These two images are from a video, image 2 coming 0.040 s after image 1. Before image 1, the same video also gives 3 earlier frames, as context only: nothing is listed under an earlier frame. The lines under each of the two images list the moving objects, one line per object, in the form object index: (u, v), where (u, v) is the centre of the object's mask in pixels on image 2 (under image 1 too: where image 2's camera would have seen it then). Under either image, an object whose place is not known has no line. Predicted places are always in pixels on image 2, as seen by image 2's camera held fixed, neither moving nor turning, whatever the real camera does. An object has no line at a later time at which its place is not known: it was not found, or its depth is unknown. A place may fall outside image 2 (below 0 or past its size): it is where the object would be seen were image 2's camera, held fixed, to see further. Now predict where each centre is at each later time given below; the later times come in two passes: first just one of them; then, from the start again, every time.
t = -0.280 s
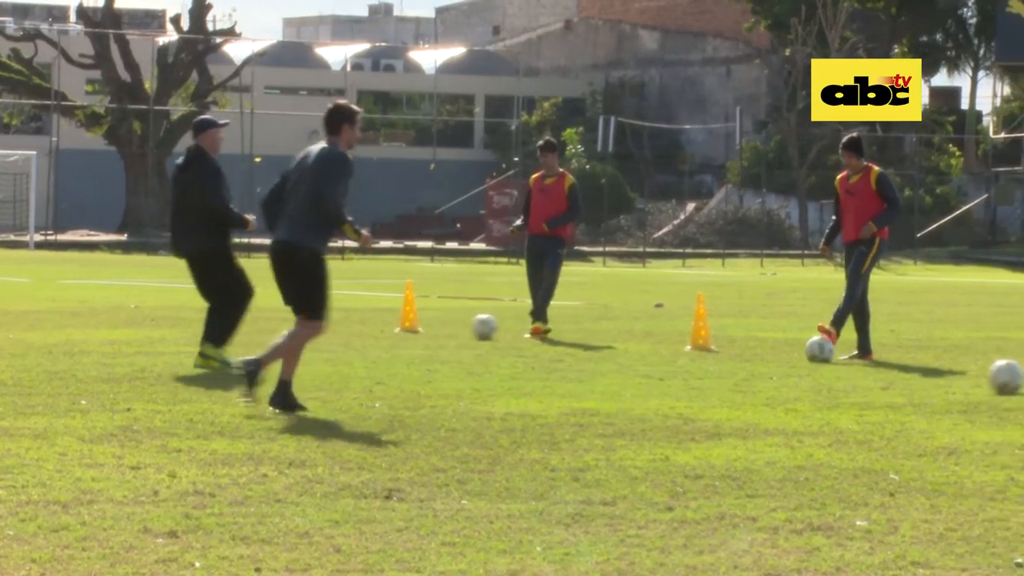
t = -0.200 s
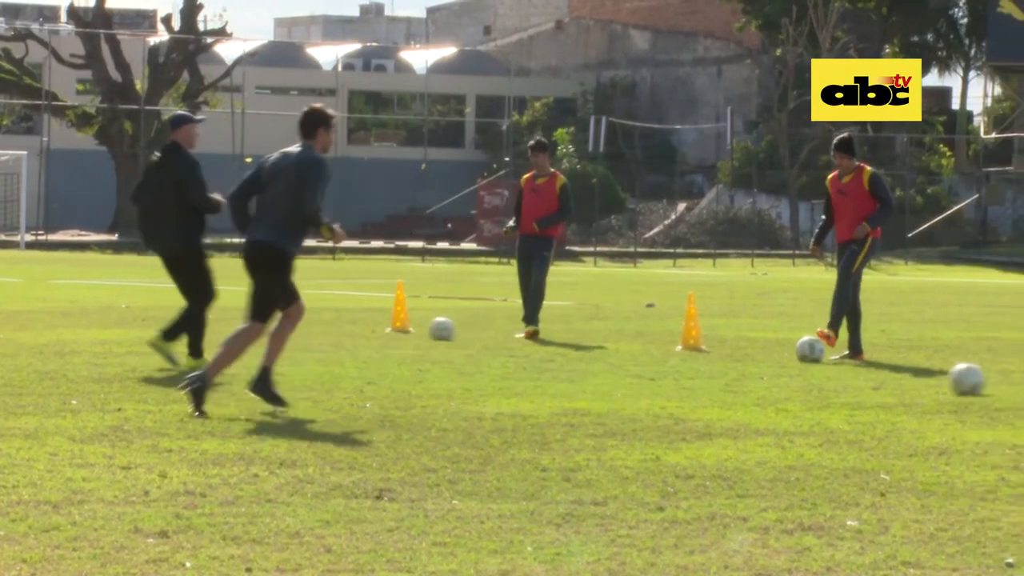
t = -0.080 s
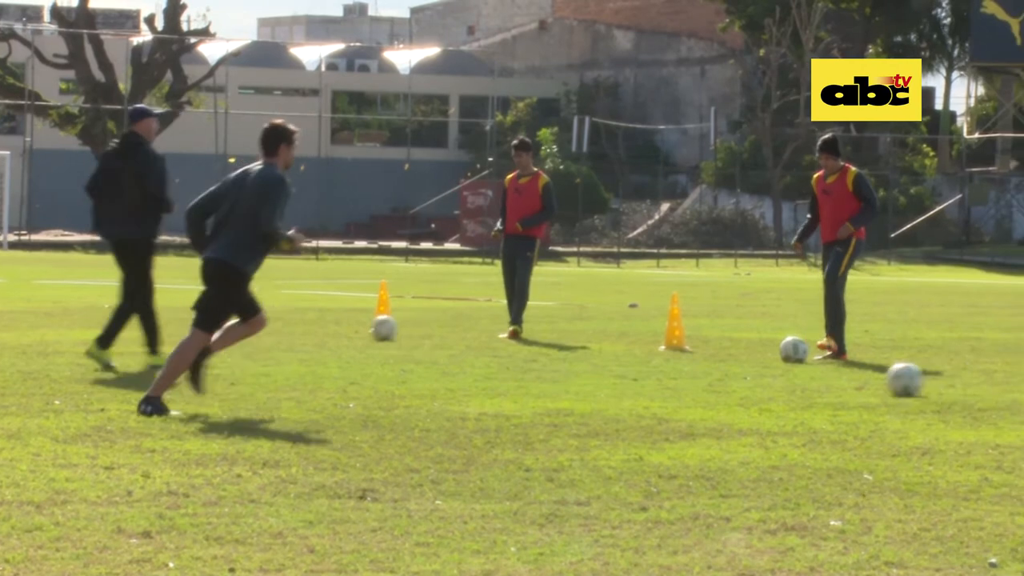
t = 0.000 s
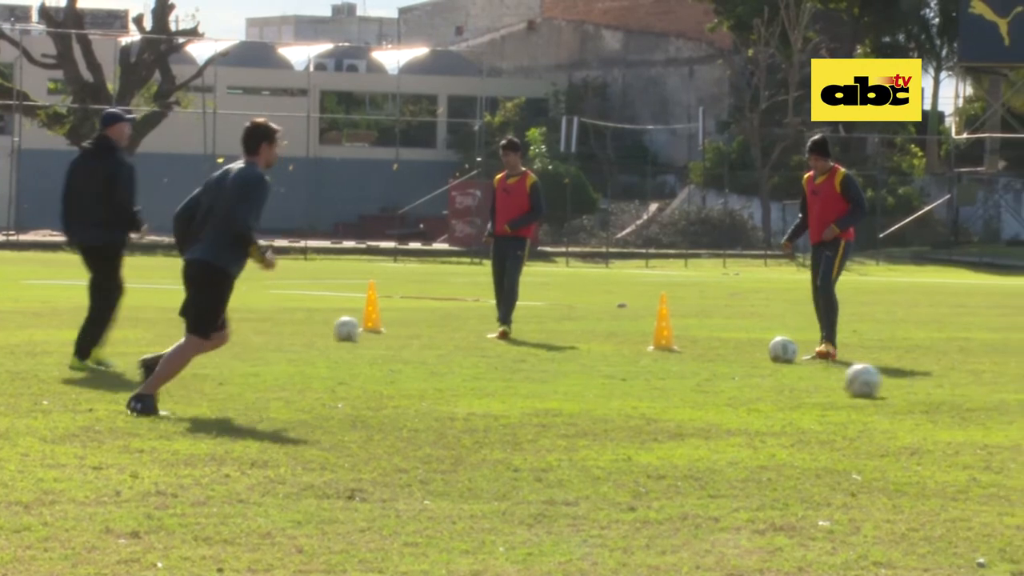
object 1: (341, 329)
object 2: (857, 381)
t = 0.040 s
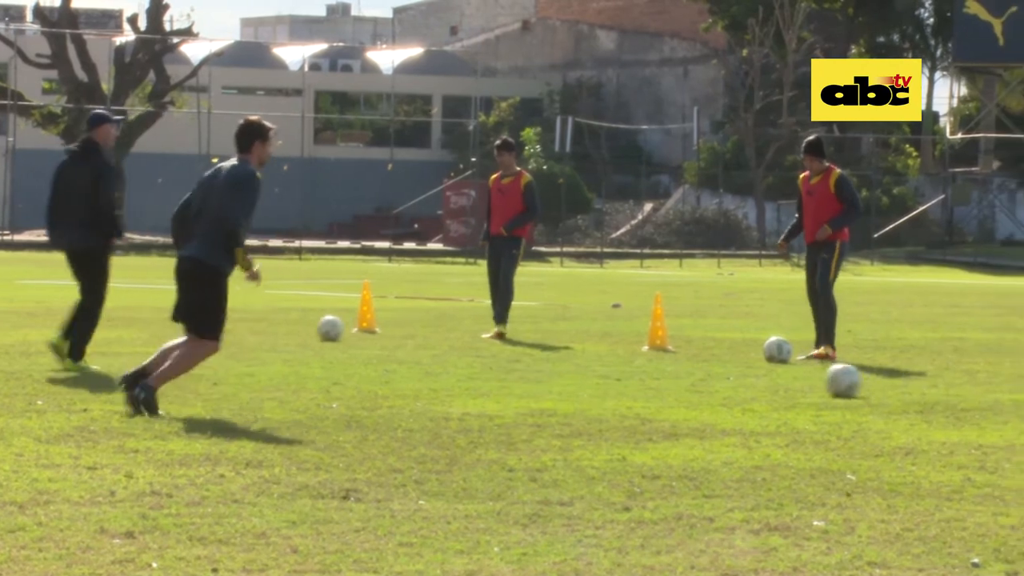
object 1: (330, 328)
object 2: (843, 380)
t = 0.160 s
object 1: (297, 328)
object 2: (800, 382)
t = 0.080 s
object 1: (319, 328)
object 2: (828, 380)
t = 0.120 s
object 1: (307, 329)
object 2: (814, 381)
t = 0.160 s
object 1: (297, 328)
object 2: (800, 382)
